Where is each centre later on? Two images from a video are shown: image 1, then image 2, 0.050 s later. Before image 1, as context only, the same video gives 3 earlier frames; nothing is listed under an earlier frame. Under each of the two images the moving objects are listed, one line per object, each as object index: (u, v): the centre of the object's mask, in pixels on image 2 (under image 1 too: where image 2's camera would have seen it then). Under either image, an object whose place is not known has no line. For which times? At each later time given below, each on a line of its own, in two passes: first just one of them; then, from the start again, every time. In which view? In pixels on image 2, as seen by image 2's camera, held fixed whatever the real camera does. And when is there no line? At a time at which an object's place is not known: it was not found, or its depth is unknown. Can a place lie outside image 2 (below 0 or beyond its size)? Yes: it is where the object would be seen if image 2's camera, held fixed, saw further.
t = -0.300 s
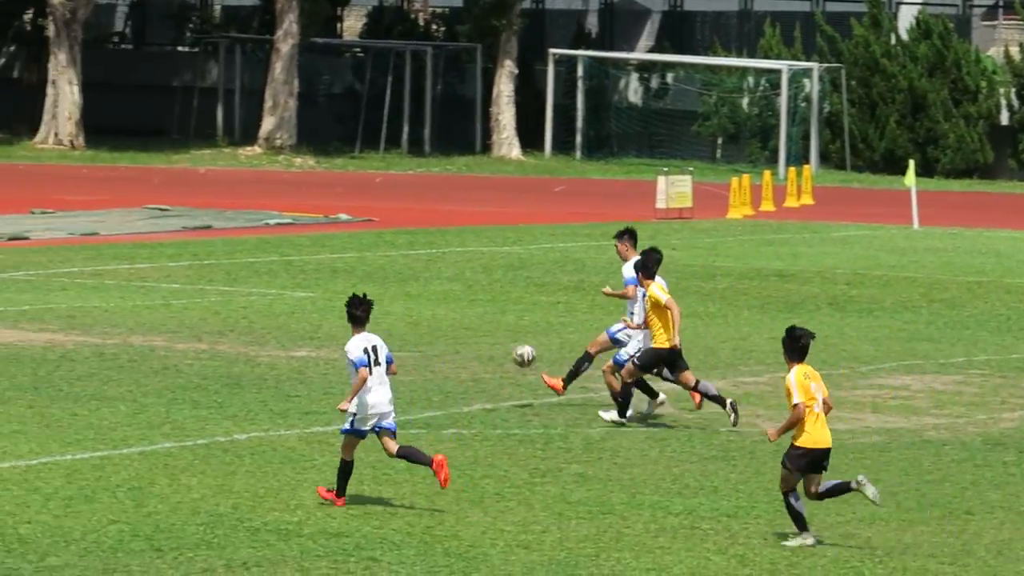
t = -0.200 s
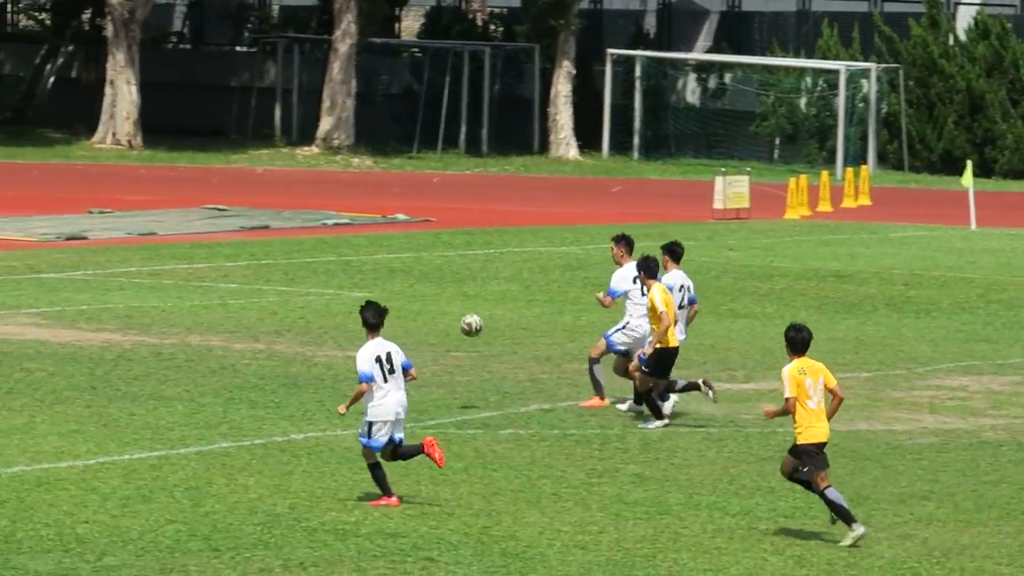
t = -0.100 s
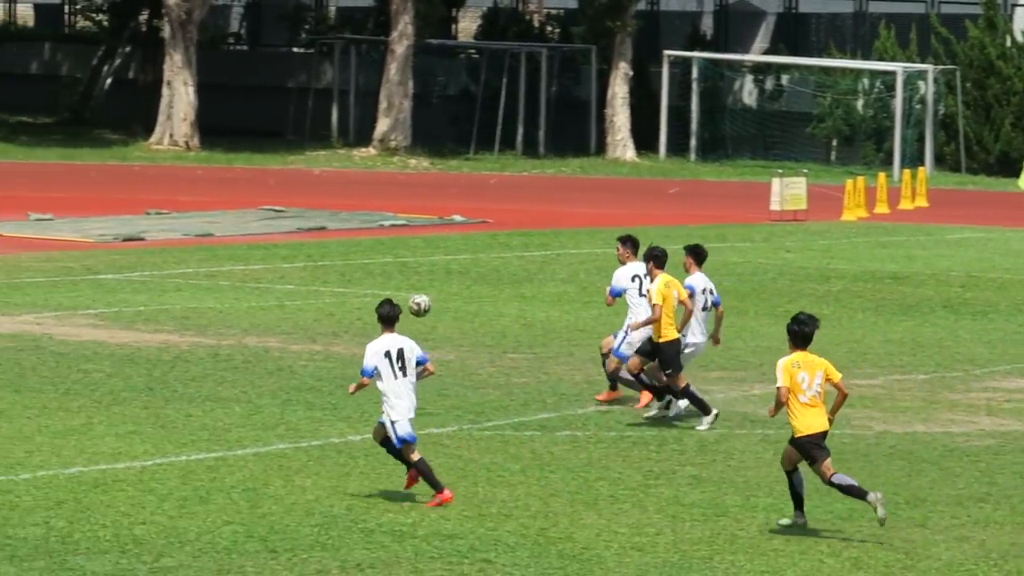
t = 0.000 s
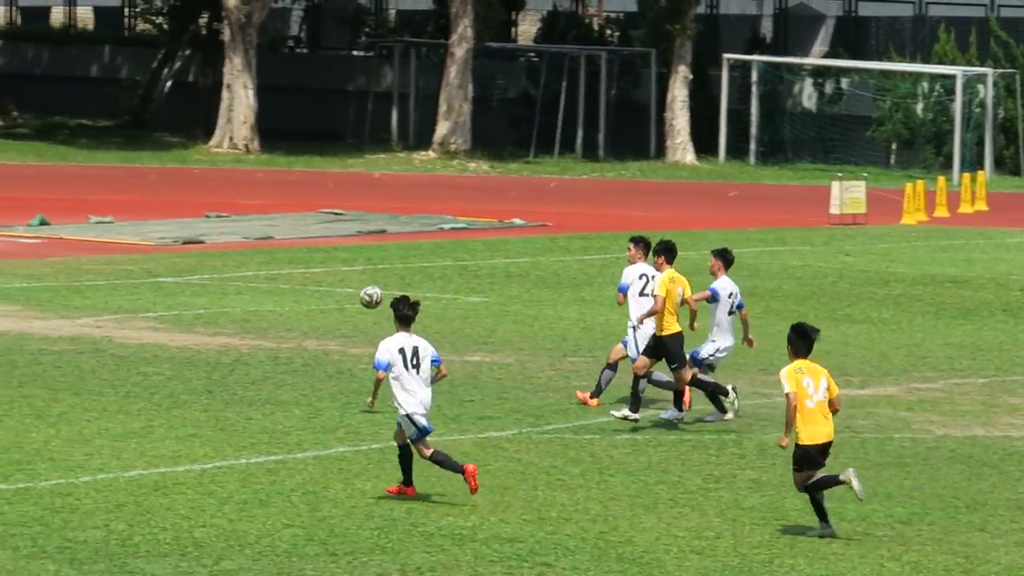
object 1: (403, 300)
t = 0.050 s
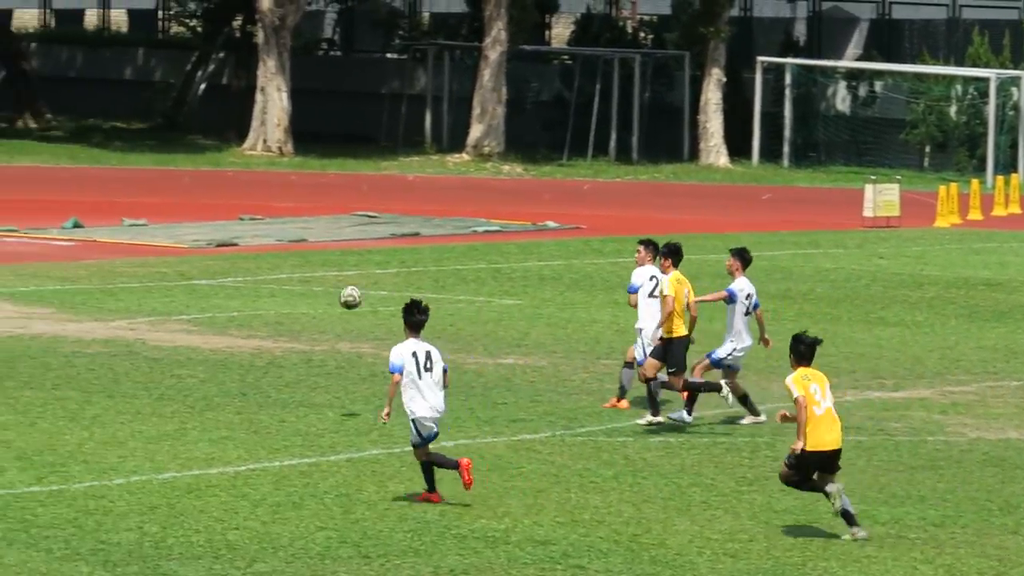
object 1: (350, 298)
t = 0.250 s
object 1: (140, 316)
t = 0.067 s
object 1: (332, 298)
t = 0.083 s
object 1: (314, 299)
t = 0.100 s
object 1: (297, 299)
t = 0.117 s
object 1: (280, 300)
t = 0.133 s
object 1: (262, 301)
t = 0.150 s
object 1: (245, 302)
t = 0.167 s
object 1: (227, 304)
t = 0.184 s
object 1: (209, 306)
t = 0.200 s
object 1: (192, 308)
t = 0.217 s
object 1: (175, 310)
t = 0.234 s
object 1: (157, 313)
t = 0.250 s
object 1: (140, 316)
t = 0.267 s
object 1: (121, 319)
